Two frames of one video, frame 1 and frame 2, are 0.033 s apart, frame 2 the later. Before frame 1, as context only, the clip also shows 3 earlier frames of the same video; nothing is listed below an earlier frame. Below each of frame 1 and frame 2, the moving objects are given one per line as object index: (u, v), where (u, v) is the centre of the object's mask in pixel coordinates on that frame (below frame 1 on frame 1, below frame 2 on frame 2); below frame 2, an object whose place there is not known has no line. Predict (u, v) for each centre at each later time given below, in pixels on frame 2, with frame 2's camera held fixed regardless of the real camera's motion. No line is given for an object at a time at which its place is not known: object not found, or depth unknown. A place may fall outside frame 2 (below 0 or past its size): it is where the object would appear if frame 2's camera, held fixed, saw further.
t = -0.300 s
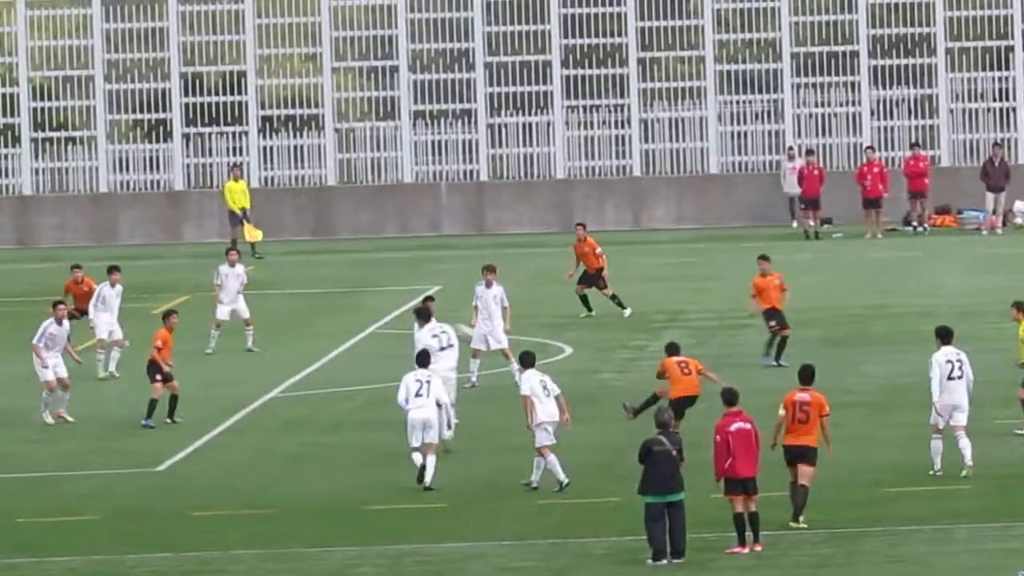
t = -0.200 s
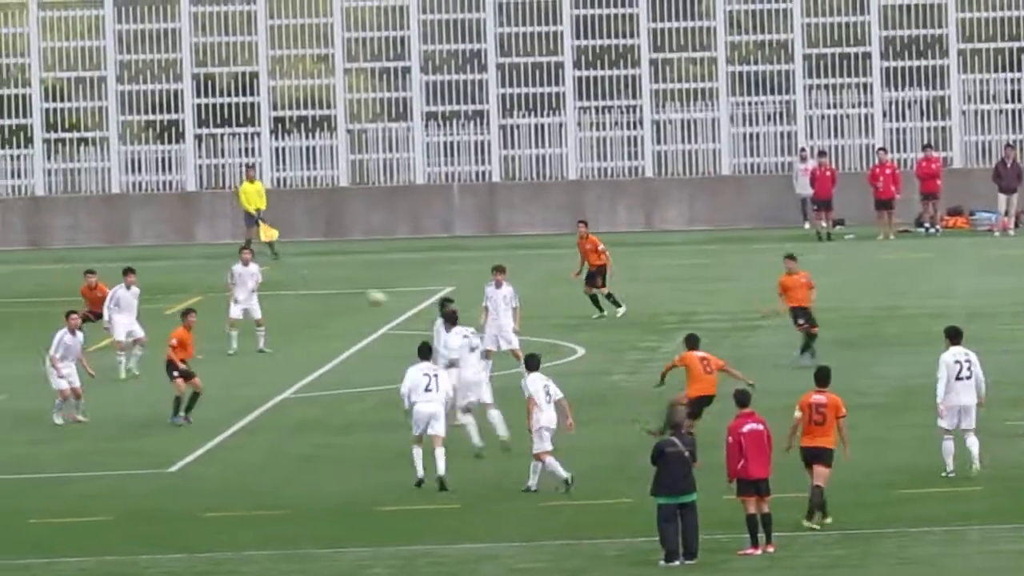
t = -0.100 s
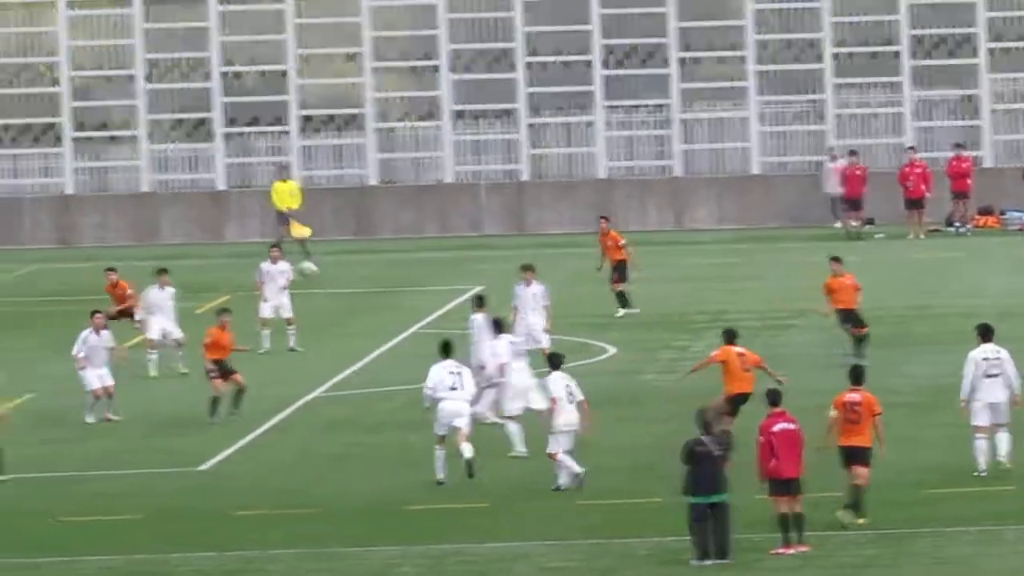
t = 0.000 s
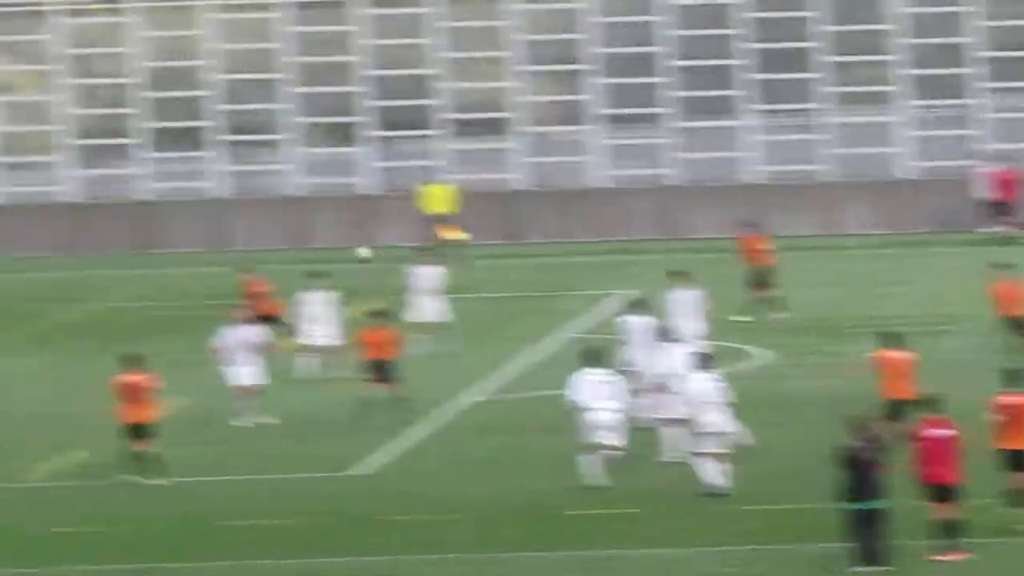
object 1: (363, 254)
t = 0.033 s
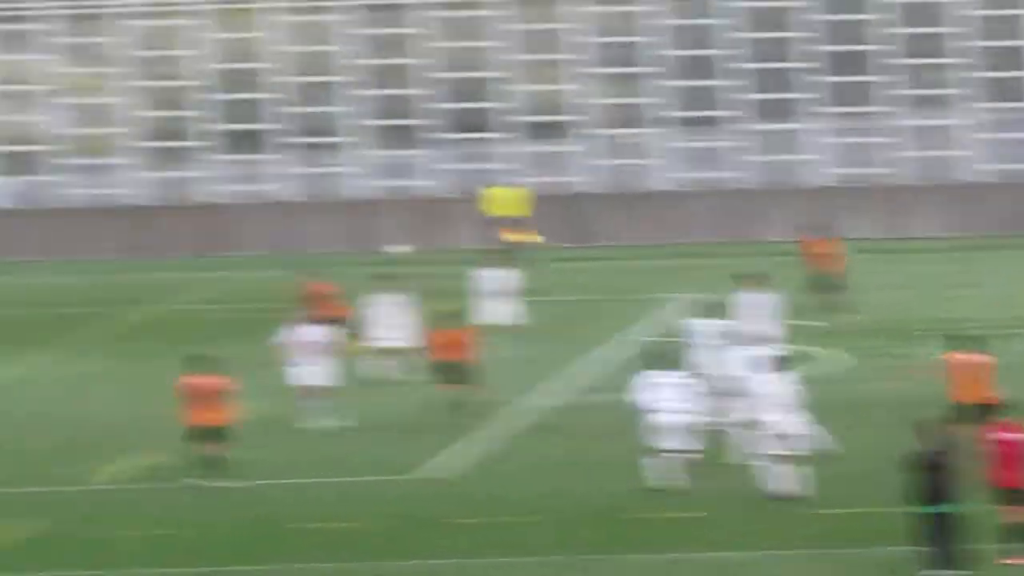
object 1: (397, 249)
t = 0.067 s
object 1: (372, 246)
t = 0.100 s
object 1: (339, 242)
